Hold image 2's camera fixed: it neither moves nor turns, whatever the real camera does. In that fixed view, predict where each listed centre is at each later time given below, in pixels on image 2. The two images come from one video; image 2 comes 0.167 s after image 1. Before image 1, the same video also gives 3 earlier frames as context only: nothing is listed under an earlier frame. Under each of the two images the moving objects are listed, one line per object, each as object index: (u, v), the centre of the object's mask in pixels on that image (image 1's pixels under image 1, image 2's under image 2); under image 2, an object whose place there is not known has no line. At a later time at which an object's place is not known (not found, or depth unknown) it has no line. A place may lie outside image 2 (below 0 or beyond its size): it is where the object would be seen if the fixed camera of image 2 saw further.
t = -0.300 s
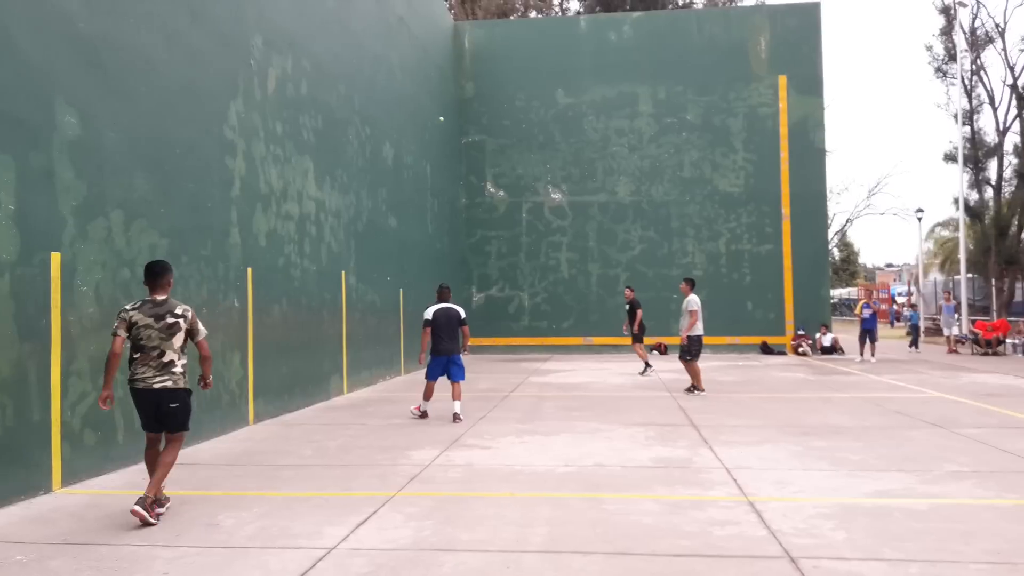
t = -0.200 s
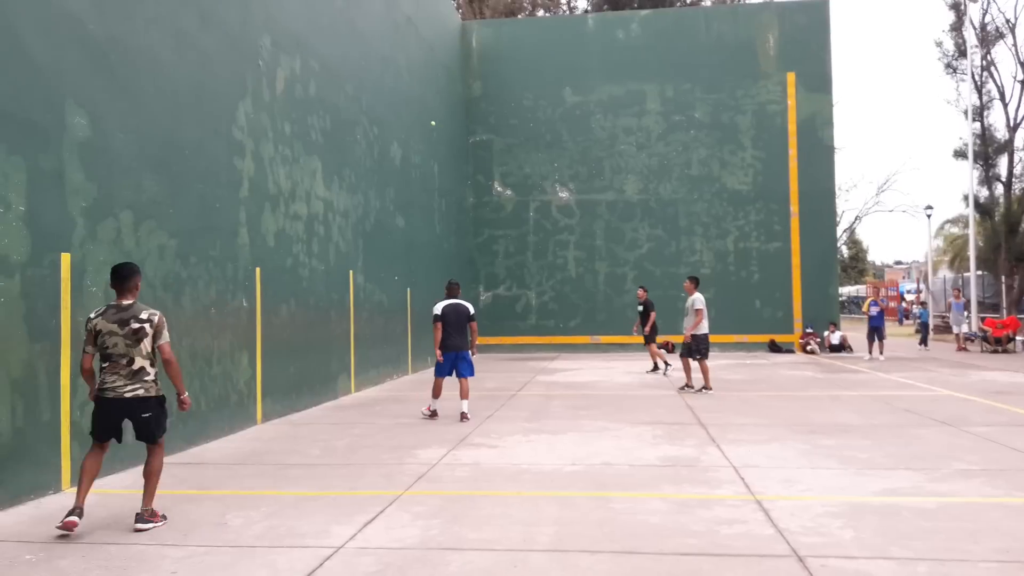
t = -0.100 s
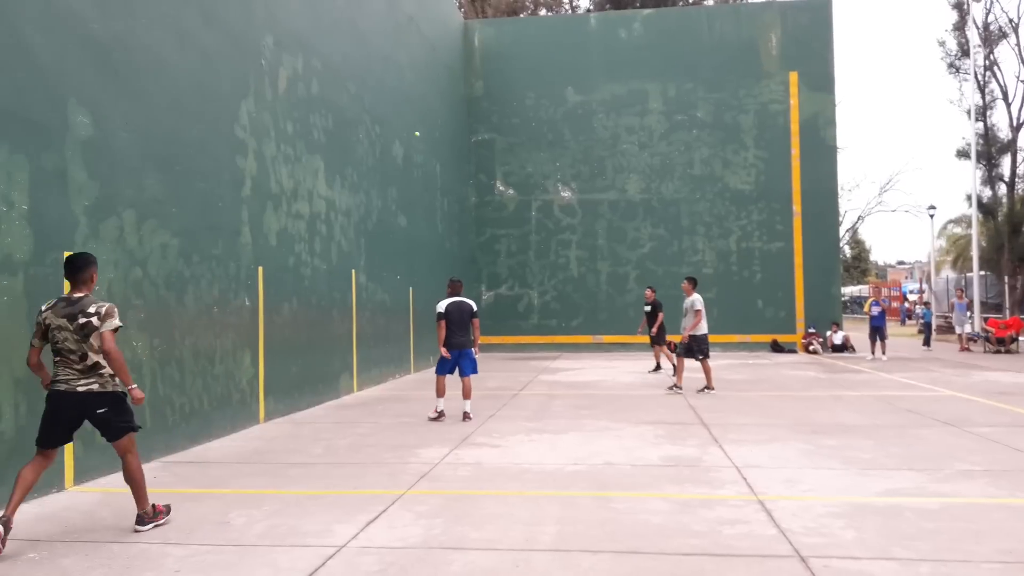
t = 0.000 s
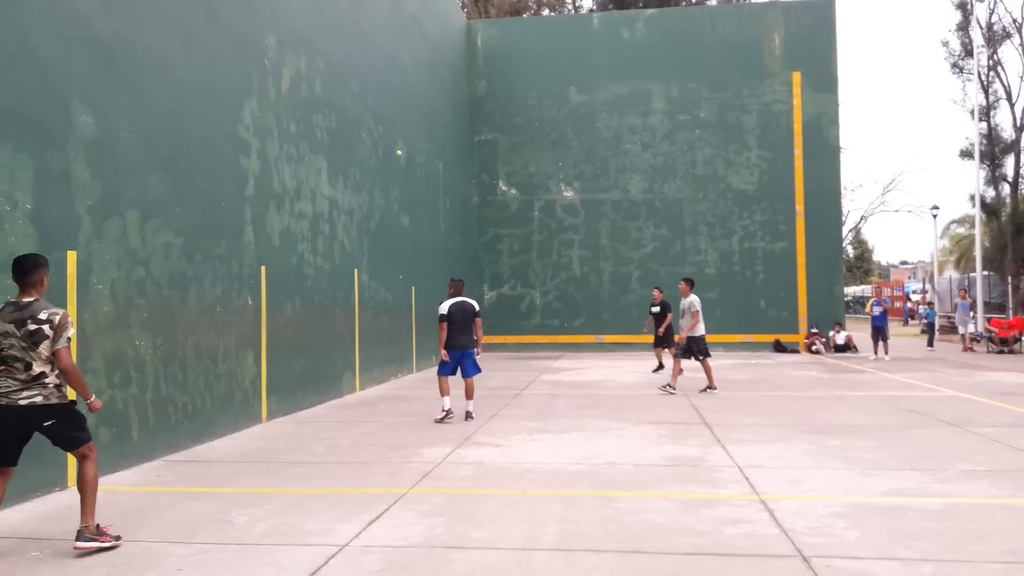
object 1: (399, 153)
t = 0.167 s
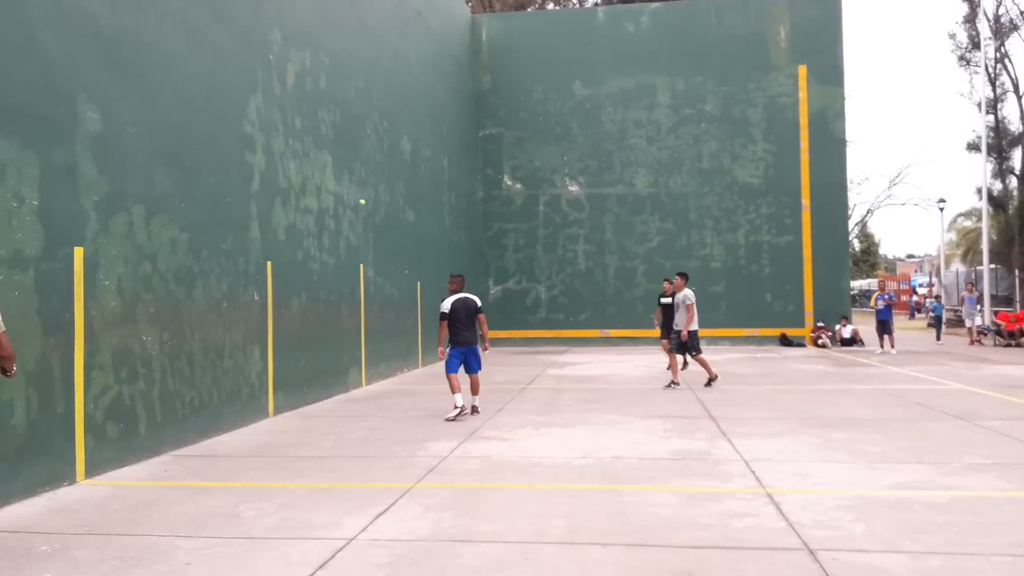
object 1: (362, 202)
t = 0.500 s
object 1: (233, 437)
